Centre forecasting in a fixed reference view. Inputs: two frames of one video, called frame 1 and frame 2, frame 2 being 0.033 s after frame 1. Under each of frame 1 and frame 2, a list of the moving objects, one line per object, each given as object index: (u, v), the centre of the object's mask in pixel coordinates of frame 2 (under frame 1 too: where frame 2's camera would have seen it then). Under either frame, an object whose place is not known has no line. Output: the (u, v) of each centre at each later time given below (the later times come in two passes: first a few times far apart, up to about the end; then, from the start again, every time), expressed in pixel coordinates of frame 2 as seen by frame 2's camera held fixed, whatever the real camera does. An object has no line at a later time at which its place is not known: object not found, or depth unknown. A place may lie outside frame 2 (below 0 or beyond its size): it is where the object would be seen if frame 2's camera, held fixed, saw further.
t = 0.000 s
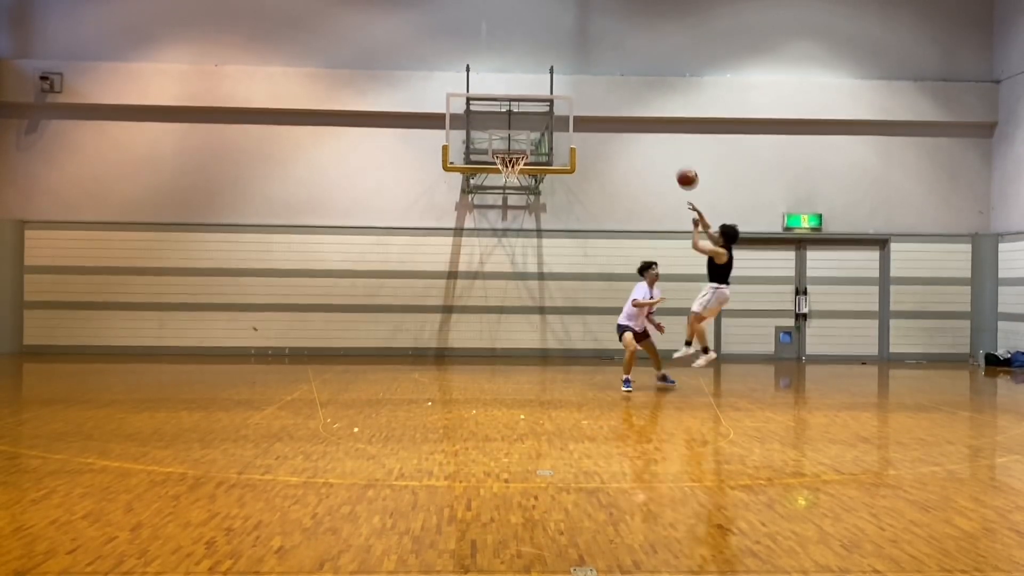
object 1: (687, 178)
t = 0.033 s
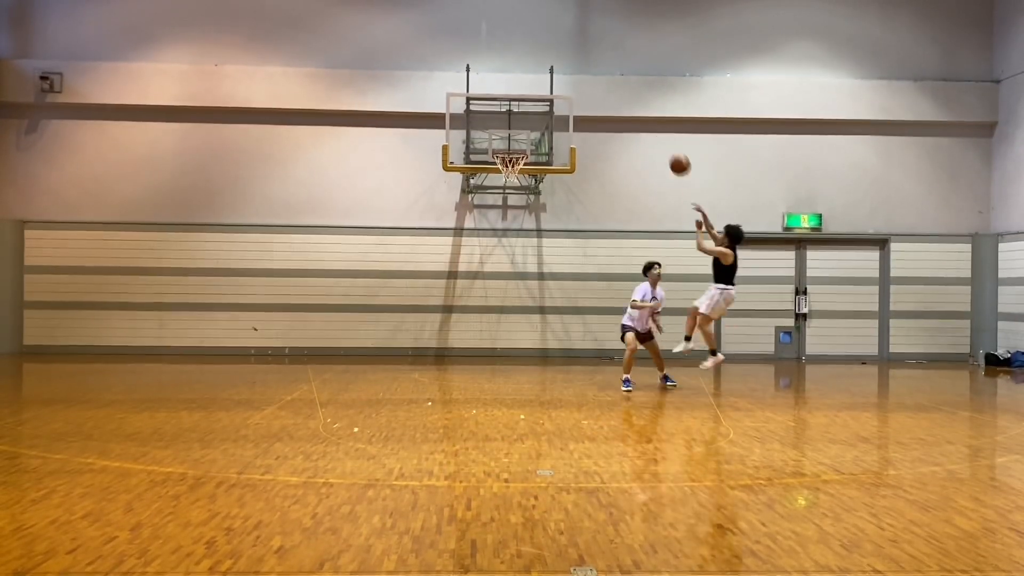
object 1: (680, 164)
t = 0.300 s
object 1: (625, 95)
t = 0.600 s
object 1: (569, 89)
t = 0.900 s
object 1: (519, 146)
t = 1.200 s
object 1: (488, 219)
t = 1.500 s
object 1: (463, 332)
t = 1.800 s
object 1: (464, 289)
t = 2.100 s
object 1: (472, 239)
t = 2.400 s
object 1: (479, 252)
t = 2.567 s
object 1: (483, 285)
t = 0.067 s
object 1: (673, 152)
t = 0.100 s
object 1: (665, 141)
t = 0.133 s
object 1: (658, 130)
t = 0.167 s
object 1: (651, 122)
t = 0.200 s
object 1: (645, 114)
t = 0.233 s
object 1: (638, 106)
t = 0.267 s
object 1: (631, 101)
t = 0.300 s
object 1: (625, 95)
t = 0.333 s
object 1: (618, 91)
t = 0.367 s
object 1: (612, 88)
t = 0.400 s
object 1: (605, 85)
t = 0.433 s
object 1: (599, 84)
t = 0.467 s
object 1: (593, 83)
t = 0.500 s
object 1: (587, 84)
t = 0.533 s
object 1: (581, 84)
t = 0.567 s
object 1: (575, 86)
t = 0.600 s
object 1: (569, 89)
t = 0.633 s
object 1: (564, 92)
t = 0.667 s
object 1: (558, 96)
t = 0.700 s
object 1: (552, 102)
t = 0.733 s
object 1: (546, 107)
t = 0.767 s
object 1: (541, 114)
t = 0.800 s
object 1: (535, 121)
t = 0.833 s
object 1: (530, 129)
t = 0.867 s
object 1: (524, 137)
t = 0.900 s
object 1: (519, 146)
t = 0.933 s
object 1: (514, 159)
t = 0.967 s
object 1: (508, 164)
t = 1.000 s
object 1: (505, 173)
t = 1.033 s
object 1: (502, 179)
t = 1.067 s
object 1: (499, 186)
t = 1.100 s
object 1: (497, 193)
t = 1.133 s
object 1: (494, 201)
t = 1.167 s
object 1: (491, 210)
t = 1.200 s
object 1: (488, 219)
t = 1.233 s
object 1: (486, 228)
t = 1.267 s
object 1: (483, 238)
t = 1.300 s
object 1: (480, 250)
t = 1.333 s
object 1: (477, 262)
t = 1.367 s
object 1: (475, 275)
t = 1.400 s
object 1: (472, 288)
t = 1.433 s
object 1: (469, 302)
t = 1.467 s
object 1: (466, 317)
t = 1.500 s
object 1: (463, 332)
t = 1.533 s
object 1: (460, 348)
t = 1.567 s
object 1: (458, 364)
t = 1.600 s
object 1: (458, 351)
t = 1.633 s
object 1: (459, 340)
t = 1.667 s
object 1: (460, 329)
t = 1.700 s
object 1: (461, 317)
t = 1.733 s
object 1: (462, 306)
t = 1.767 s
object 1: (463, 297)
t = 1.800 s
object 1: (464, 289)
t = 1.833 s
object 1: (464, 280)
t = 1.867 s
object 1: (466, 272)
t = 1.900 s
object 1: (467, 264)
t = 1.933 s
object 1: (468, 258)
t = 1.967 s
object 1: (468, 253)
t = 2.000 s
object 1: (469, 248)
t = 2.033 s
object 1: (470, 245)
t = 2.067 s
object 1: (471, 242)
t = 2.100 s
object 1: (472, 239)
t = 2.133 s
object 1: (472, 238)
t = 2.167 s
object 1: (473, 237)
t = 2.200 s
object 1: (474, 237)
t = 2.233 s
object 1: (475, 238)
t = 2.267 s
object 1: (476, 239)
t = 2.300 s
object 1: (477, 241)
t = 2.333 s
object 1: (477, 244)
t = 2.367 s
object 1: (478, 247)
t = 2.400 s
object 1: (479, 252)
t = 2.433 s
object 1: (480, 257)
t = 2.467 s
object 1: (480, 263)
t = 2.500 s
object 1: (481, 269)
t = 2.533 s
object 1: (482, 277)
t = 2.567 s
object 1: (483, 285)
